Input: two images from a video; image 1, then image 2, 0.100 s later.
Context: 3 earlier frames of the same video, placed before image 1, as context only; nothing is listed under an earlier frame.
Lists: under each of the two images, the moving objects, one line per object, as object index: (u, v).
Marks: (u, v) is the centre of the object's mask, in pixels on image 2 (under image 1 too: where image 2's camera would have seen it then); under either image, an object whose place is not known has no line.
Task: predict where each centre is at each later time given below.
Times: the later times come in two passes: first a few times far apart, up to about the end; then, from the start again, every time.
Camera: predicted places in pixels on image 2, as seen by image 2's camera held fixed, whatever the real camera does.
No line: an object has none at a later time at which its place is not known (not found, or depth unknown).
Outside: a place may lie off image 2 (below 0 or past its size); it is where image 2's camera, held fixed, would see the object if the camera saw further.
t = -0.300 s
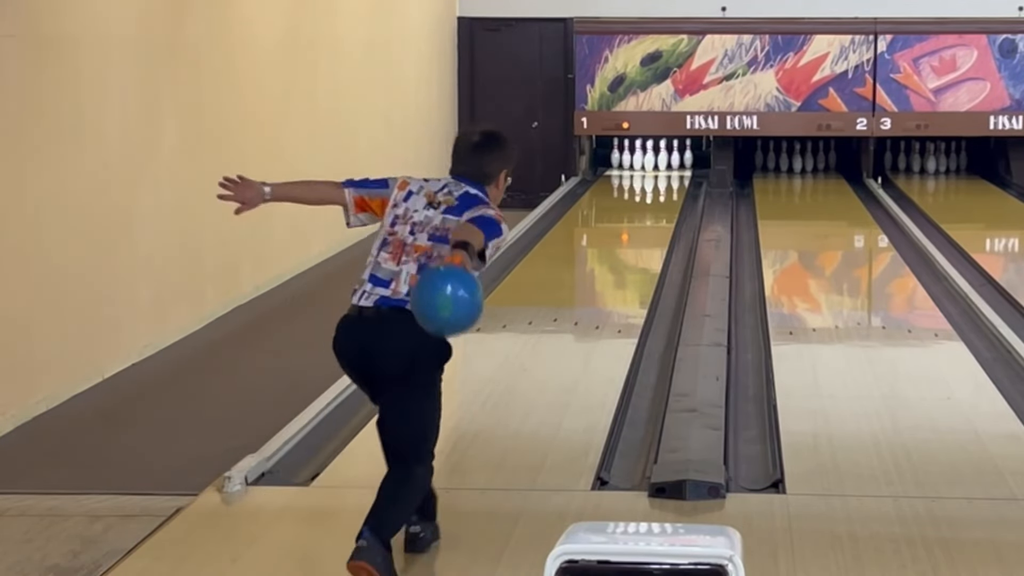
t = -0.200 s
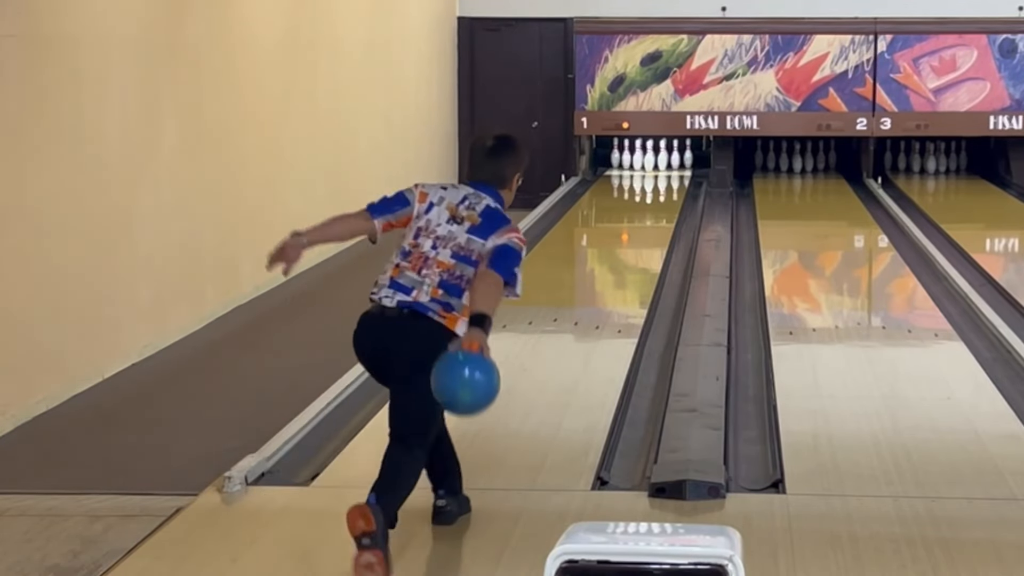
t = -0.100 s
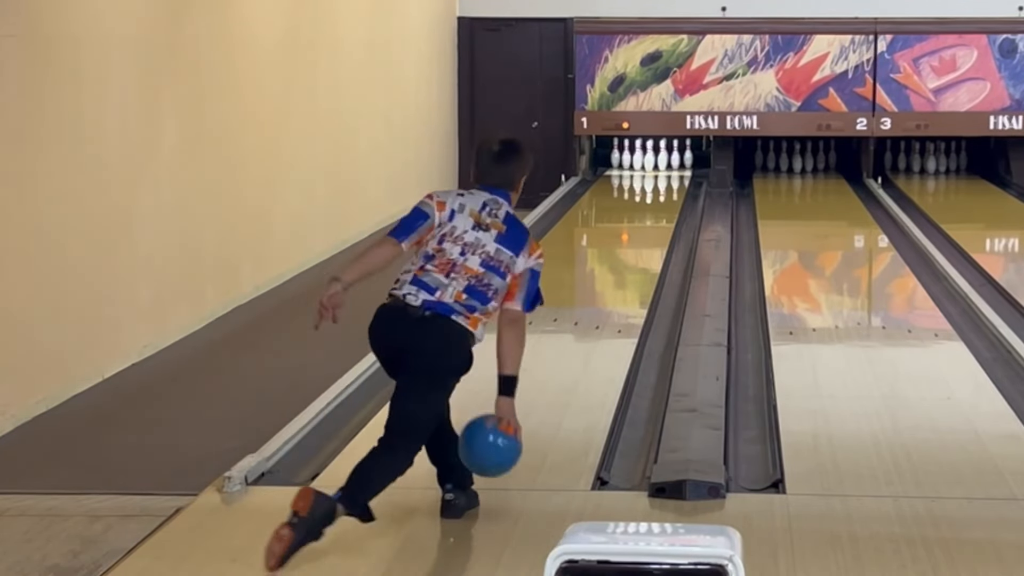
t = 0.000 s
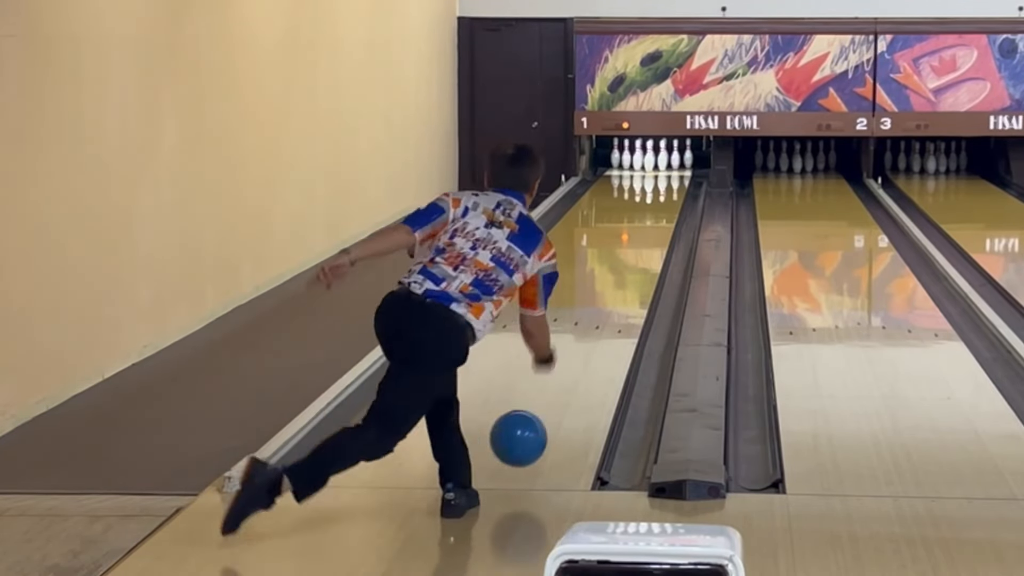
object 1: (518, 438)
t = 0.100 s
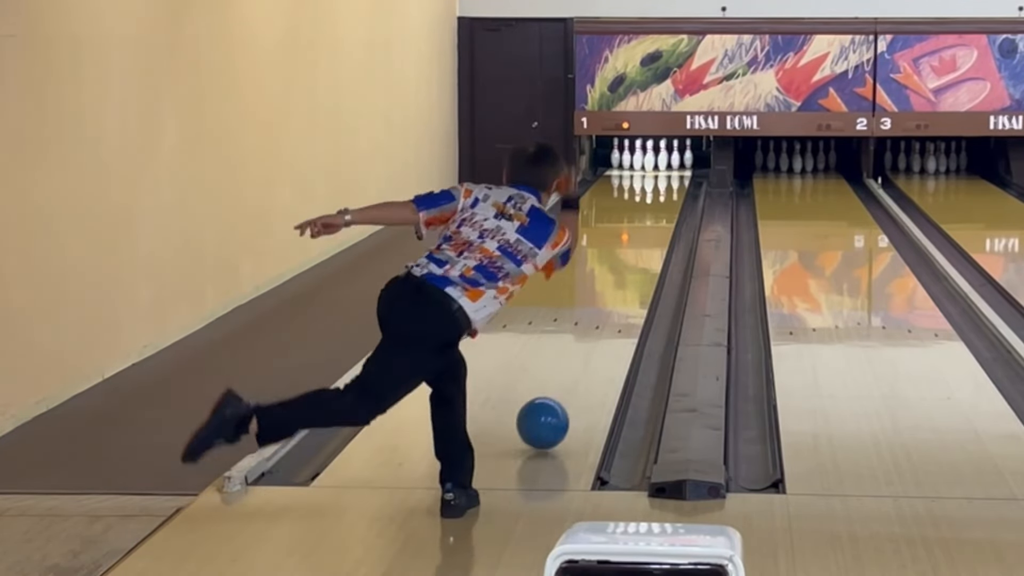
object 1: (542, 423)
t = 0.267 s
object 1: (574, 376)
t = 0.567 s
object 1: (613, 315)
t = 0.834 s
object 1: (637, 277)
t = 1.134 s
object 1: (653, 245)
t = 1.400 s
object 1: (663, 223)
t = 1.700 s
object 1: (670, 204)
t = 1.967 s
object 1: (672, 190)
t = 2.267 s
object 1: (668, 178)
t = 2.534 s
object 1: (658, 170)
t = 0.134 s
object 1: (550, 412)
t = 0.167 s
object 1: (556, 404)
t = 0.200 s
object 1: (563, 394)
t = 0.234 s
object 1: (569, 385)
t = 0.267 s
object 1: (574, 376)
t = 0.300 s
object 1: (580, 368)
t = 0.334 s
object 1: (585, 360)
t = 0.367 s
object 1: (589, 353)
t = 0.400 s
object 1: (594, 346)
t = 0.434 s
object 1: (598, 339)
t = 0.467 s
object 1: (602, 332)
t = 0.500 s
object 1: (606, 326)
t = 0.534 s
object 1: (610, 320)
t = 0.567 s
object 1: (613, 315)
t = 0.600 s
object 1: (617, 309)
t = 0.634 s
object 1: (620, 304)
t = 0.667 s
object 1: (623, 299)
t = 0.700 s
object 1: (626, 294)
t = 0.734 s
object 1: (629, 290)
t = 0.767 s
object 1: (631, 285)
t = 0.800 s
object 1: (634, 281)
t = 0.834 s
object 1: (637, 277)
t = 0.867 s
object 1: (639, 273)
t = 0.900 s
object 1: (641, 269)
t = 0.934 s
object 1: (643, 265)
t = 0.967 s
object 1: (645, 261)
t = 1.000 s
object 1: (647, 258)
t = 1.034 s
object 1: (649, 254)
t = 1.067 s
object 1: (650, 251)
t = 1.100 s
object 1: (652, 248)
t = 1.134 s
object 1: (653, 245)
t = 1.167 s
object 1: (655, 242)
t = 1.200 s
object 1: (656, 239)
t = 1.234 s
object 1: (658, 236)
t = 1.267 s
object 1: (659, 233)
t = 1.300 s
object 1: (660, 231)
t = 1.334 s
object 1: (661, 228)
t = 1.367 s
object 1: (662, 226)
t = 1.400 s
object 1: (663, 223)
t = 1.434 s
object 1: (664, 221)
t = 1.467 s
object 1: (665, 218)
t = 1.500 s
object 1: (666, 216)
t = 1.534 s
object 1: (667, 214)
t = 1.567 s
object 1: (668, 212)
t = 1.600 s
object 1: (669, 210)
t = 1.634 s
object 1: (669, 208)
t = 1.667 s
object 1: (670, 206)
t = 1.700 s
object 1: (670, 204)
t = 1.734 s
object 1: (671, 202)
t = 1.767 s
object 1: (671, 201)
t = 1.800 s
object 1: (672, 199)
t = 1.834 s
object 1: (672, 197)
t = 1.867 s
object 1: (672, 195)
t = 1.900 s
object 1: (672, 194)
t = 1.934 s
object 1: (672, 192)
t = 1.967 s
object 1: (672, 190)
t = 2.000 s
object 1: (672, 189)
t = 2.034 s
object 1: (672, 187)
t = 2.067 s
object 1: (672, 186)
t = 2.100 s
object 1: (671, 184)
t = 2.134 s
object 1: (671, 183)
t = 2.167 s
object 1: (670, 182)
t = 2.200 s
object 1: (669, 180)
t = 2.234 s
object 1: (668, 179)
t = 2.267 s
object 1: (668, 178)
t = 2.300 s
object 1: (667, 177)
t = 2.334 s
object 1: (665, 176)
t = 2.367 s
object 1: (664, 175)
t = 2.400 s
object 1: (663, 174)
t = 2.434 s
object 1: (662, 173)
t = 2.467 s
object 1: (661, 172)
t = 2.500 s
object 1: (660, 170)
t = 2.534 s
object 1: (658, 170)
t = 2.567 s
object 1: (657, 168)
